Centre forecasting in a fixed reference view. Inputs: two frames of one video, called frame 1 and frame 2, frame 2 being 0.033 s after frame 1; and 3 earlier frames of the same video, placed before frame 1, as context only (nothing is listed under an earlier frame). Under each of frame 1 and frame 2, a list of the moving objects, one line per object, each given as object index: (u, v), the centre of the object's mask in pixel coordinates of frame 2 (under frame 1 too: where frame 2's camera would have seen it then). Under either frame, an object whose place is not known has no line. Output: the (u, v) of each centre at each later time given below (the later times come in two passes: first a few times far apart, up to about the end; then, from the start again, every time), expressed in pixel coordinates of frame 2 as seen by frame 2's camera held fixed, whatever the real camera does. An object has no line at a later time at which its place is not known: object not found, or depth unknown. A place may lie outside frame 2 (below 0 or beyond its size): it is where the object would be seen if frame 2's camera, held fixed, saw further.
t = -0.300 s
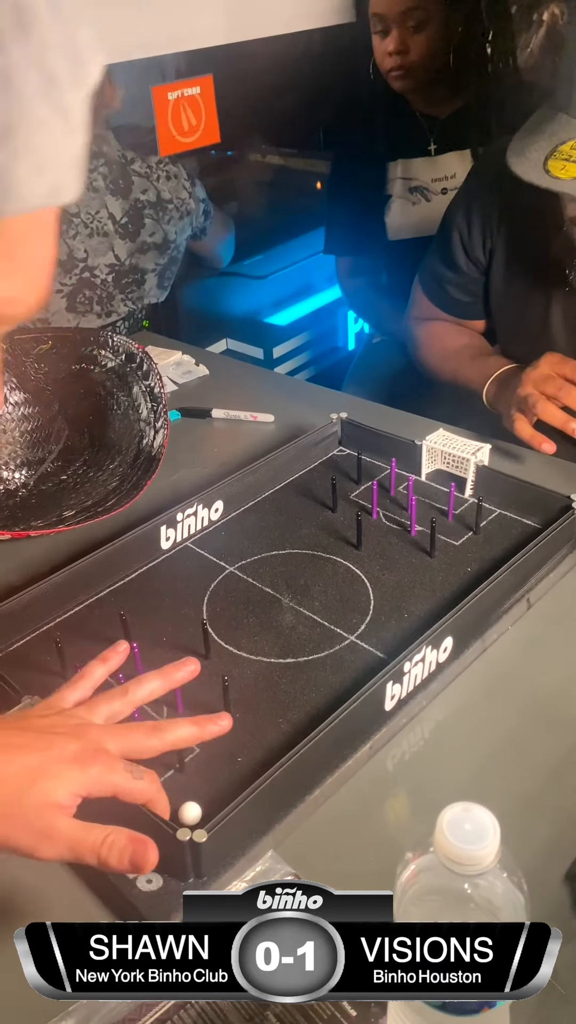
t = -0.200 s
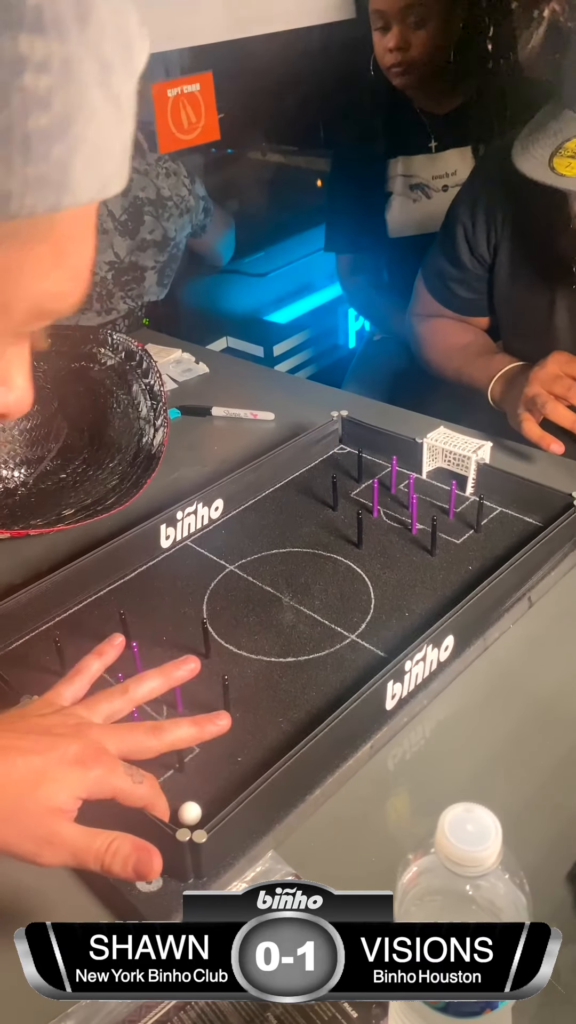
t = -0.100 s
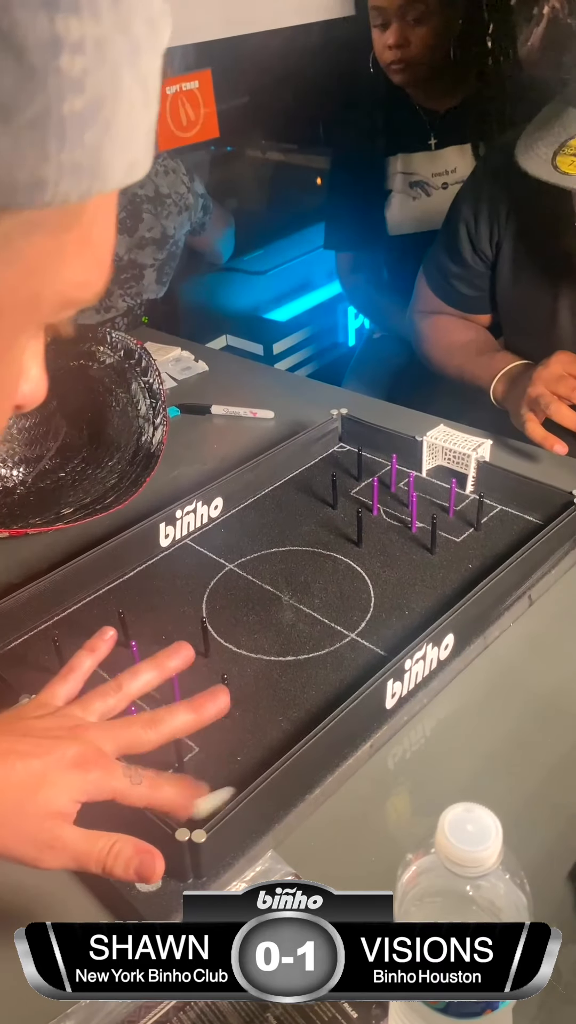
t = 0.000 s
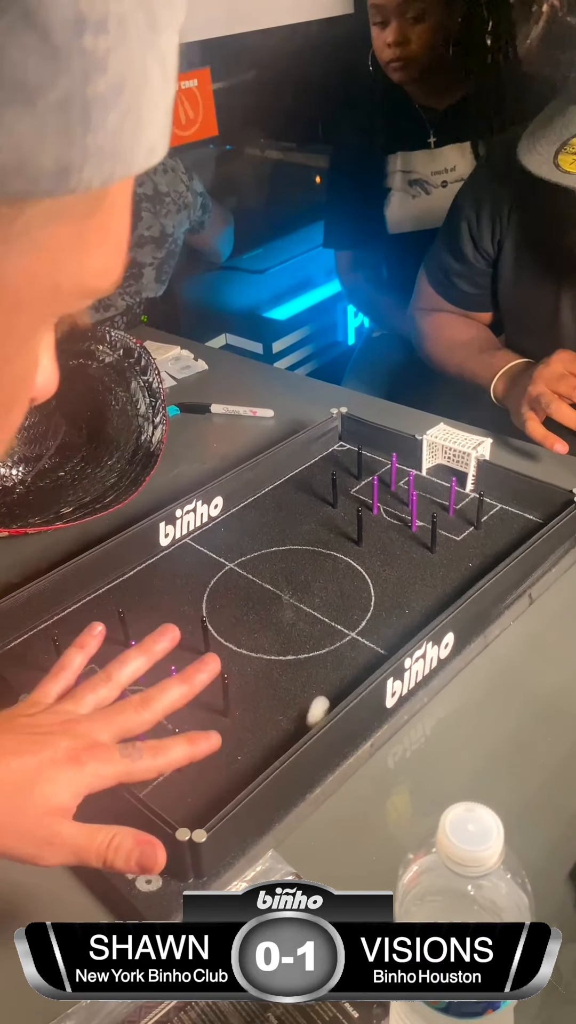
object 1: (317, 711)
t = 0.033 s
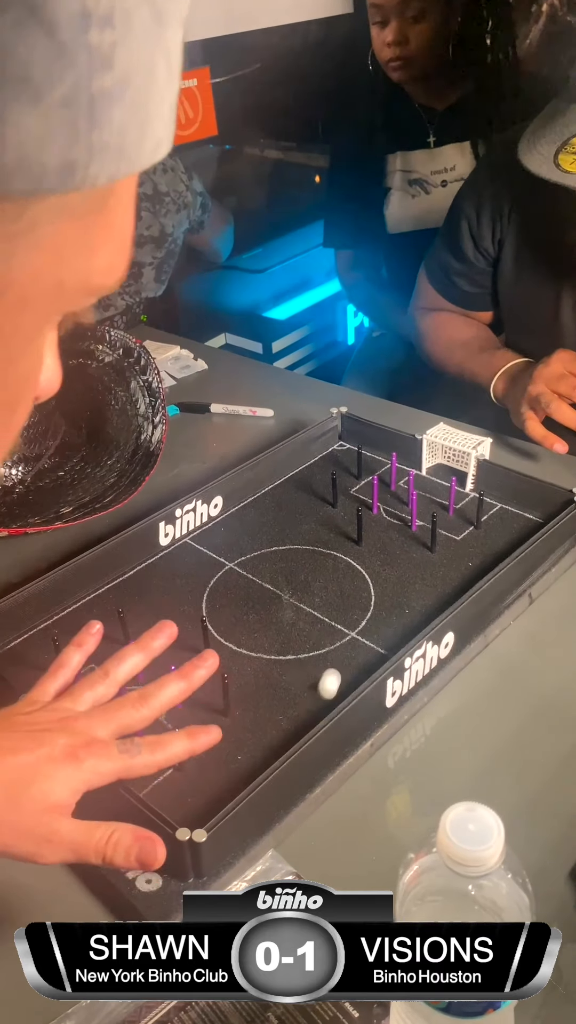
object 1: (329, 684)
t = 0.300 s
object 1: (388, 537)
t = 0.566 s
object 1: (363, 483)
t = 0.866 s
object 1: (333, 480)
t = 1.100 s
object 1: (334, 481)
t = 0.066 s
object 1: (339, 658)
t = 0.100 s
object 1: (348, 636)
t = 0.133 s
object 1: (357, 616)
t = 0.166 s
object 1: (364, 598)
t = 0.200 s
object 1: (371, 581)
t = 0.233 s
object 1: (377, 565)
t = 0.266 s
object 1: (382, 550)
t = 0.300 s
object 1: (388, 537)
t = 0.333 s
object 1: (394, 524)
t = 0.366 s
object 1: (399, 513)
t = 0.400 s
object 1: (399, 502)
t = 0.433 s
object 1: (389, 499)
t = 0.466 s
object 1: (383, 495)
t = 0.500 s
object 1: (372, 490)
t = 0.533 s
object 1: (367, 487)
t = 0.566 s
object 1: (363, 483)
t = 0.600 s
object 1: (359, 479)
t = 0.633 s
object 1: (354, 479)
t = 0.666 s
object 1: (349, 479)
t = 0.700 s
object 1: (346, 479)
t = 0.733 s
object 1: (343, 479)
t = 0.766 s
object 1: (340, 479)
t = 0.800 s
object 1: (337, 480)
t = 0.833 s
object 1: (334, 479)
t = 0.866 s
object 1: (333, 480)
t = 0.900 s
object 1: (333, 480)
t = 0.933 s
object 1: (333, 481)
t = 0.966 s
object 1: (333, 481)
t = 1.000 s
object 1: (333, 481)
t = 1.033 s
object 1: (334, 481)
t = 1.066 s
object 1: (333, 481)
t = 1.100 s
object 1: (334, 481)
